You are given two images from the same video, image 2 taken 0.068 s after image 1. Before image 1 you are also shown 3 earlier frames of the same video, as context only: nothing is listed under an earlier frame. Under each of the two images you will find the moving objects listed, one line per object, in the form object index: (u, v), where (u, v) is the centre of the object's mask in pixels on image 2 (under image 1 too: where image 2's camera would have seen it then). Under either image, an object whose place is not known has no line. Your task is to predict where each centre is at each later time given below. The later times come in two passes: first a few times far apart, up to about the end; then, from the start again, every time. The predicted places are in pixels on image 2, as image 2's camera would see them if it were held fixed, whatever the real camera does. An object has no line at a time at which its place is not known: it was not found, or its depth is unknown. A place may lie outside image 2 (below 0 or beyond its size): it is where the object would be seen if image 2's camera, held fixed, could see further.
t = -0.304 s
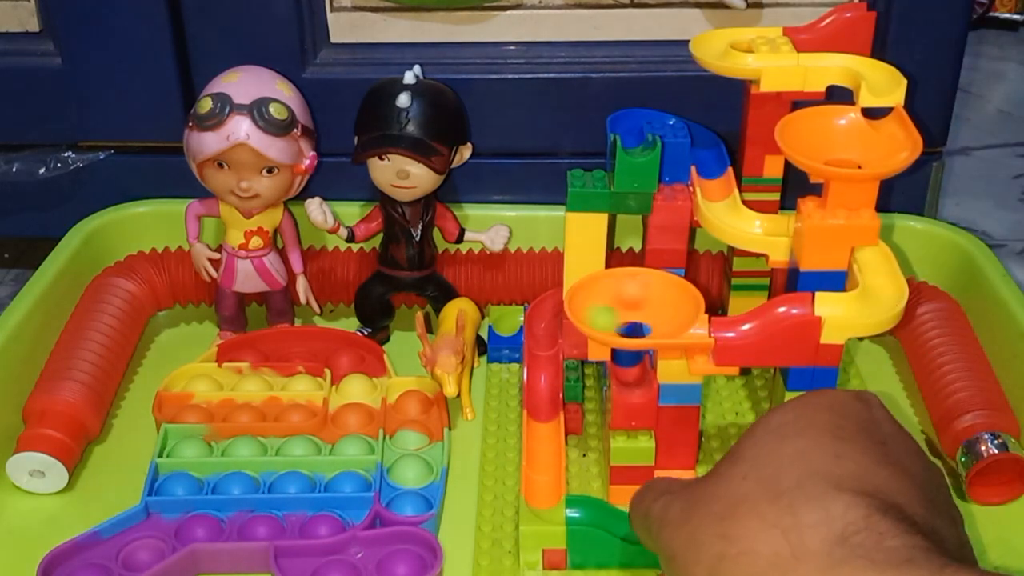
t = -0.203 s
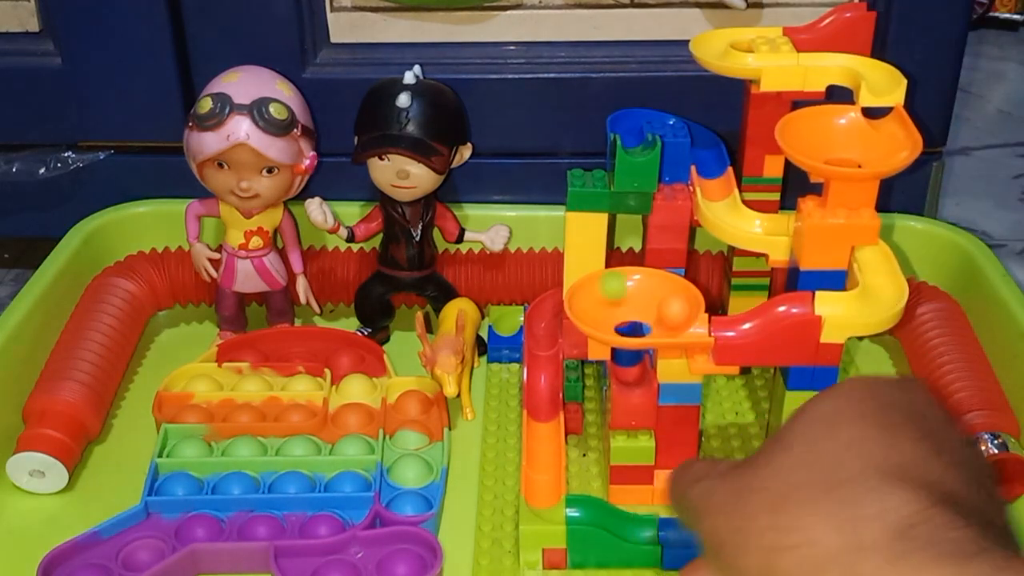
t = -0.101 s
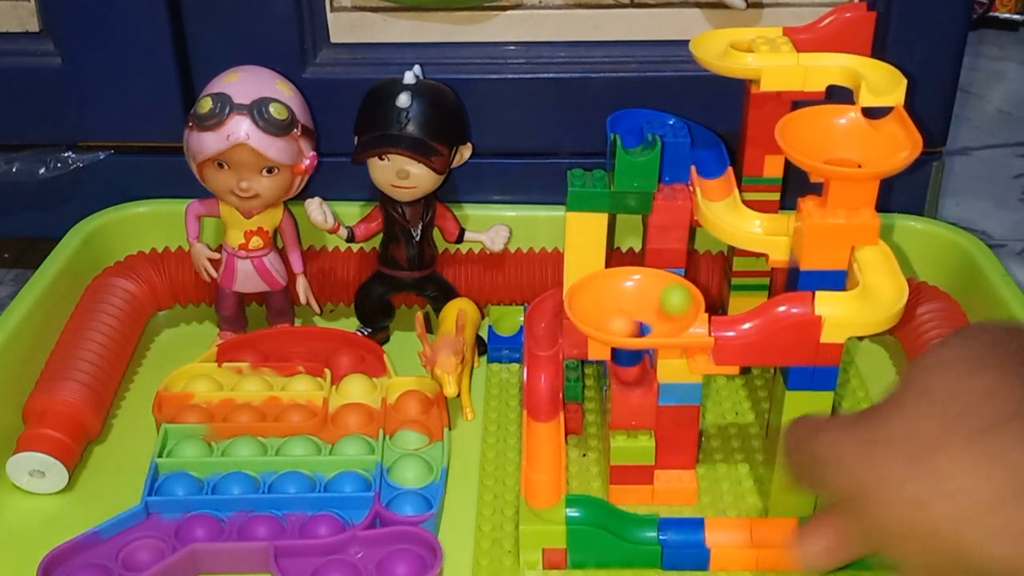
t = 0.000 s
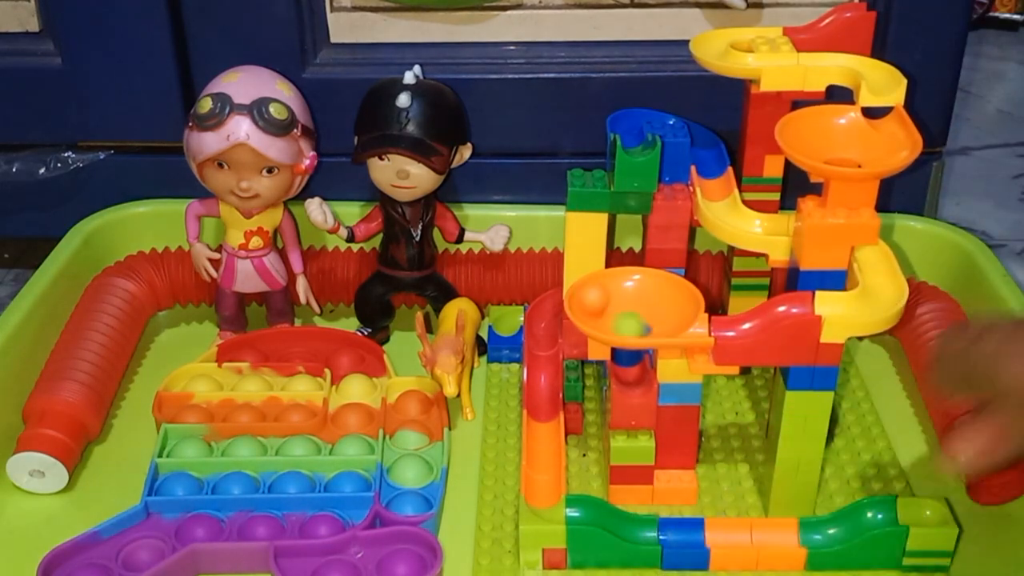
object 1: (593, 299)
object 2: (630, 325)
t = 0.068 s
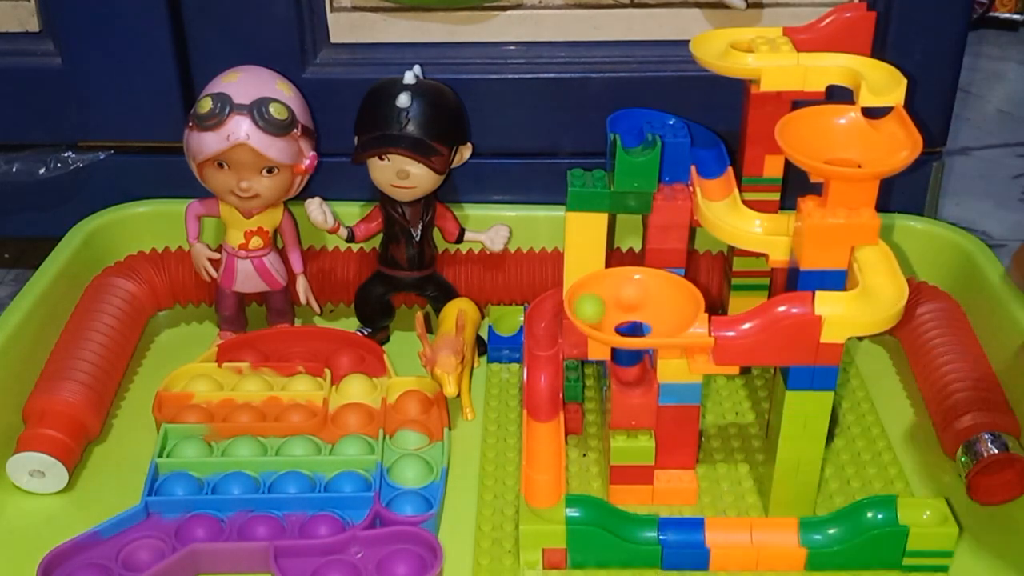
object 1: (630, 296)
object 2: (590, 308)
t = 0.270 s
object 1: (627, 325)
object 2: (672, 307)
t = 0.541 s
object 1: (665, 310)
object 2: (627, 291)
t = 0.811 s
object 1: (616, 299)
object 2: (596, 313)
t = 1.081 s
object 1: (617, 323)
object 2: (650, 322)
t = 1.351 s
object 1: (663, 310)
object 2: (632, 322)
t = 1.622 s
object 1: (605, 305)
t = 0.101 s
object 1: (650, 297)
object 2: (591, 298)
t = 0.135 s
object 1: (665, 304)
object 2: (605, 292)
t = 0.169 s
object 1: (669, 312)
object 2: (627, 287)
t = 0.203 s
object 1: (661, 320)
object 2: (651, 289)
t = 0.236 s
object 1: (646, 324)
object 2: (667, 296)
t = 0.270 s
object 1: (627, 325)
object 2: (672, 307)
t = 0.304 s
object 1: (607, 319)
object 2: (664, 319)
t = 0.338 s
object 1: (594, 312)
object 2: (644, 325)
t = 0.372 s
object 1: (594, 304)
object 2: (622, 324)
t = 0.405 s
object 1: (607, 295)
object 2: (602, 317)
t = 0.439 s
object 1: (622, 298)
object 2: (591, 309)
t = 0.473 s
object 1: (641, 299)
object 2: (594, 300)
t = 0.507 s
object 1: (656, 304)
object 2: (608, 293)
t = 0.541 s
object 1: (665, 310)
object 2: (627, 291)
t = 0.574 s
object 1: (663, 317)
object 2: (647, 290)
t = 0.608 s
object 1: (653, 322)
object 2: (664, 295)
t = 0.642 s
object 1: (635, 325)
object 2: (668, 308)
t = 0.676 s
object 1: (620, 324)
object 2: (661, 319)
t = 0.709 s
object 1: (604, 318)
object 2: (644, 324)
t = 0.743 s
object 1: (596, 311)
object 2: (625, 324)
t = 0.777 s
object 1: (599, 299)
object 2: (607, 319)
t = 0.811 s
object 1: (616, 299)
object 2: (596, 313)
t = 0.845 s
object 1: (628, 299)
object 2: (596, 304)
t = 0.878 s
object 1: (644, 301)
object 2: (605, 298)
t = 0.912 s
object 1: (655, 304)
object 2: (623, 295)
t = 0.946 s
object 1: (661, 311)
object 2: (639, 293)
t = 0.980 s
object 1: (658, 317)
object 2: (655, 293)
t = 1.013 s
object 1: (649, 323)
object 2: (664, 302)
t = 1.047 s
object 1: (632, 325)
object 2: (662, 314)
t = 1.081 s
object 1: (617, 323)
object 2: (650, 322)
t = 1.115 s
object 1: (604, 318)
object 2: (635, 324)
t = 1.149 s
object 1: (597, 311)
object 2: (621, 323)
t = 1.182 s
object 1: (598, 301)
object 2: (610, 319)
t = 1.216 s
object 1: (611, 294)
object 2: (606, 316)
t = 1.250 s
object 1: (628, 297)
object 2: (607, 313)
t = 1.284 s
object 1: (642, 300)
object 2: (614, 311)
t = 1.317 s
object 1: (654, 304)
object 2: (622, 312)
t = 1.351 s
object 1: (663, 310)
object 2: (632, 322)
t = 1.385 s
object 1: (663, 316)
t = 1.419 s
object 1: (654, 323)
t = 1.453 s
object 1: (638, 325)
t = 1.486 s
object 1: (625, 324)
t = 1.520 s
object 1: (608, 320)
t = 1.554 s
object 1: (598, 313)
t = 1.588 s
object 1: (598, 308)
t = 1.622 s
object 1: (605, 305)
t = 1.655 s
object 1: (618, 303)
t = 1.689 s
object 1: (636, 303)
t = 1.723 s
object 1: (650, 307)
